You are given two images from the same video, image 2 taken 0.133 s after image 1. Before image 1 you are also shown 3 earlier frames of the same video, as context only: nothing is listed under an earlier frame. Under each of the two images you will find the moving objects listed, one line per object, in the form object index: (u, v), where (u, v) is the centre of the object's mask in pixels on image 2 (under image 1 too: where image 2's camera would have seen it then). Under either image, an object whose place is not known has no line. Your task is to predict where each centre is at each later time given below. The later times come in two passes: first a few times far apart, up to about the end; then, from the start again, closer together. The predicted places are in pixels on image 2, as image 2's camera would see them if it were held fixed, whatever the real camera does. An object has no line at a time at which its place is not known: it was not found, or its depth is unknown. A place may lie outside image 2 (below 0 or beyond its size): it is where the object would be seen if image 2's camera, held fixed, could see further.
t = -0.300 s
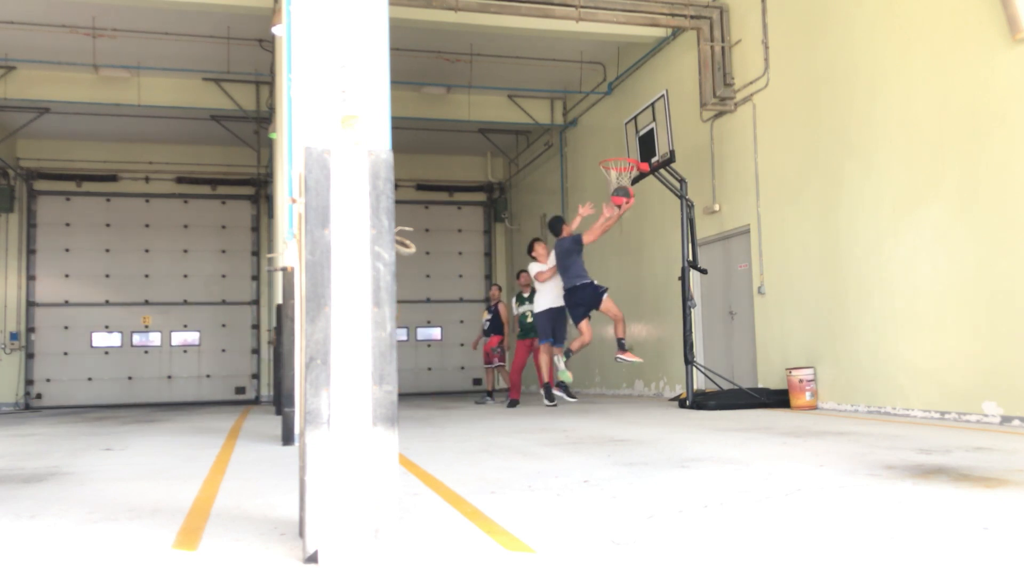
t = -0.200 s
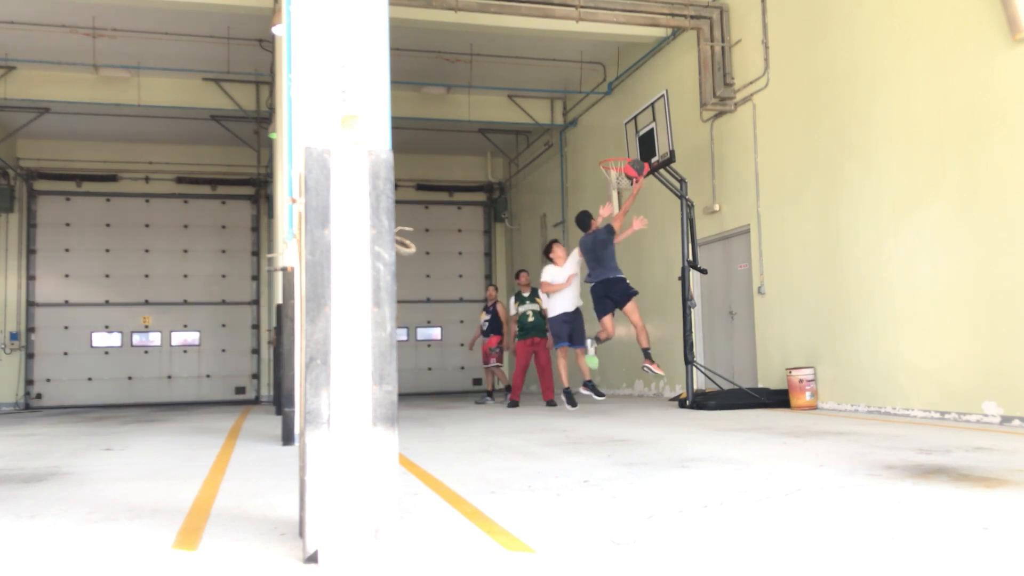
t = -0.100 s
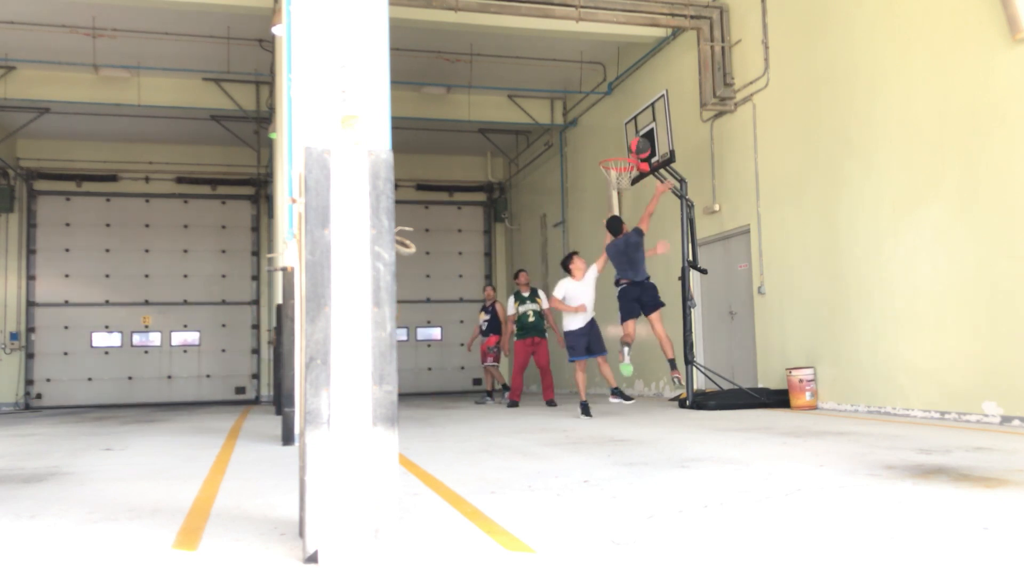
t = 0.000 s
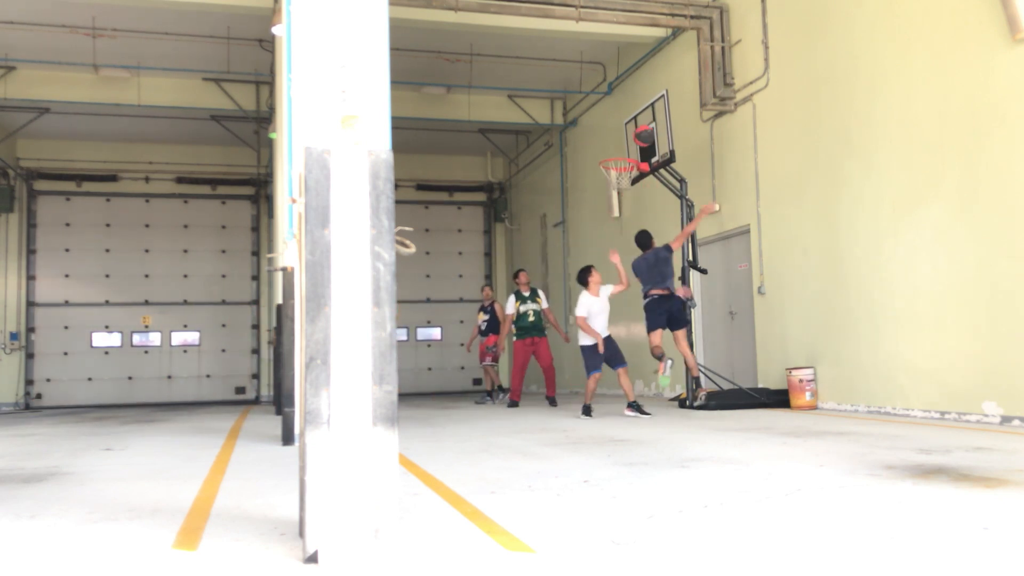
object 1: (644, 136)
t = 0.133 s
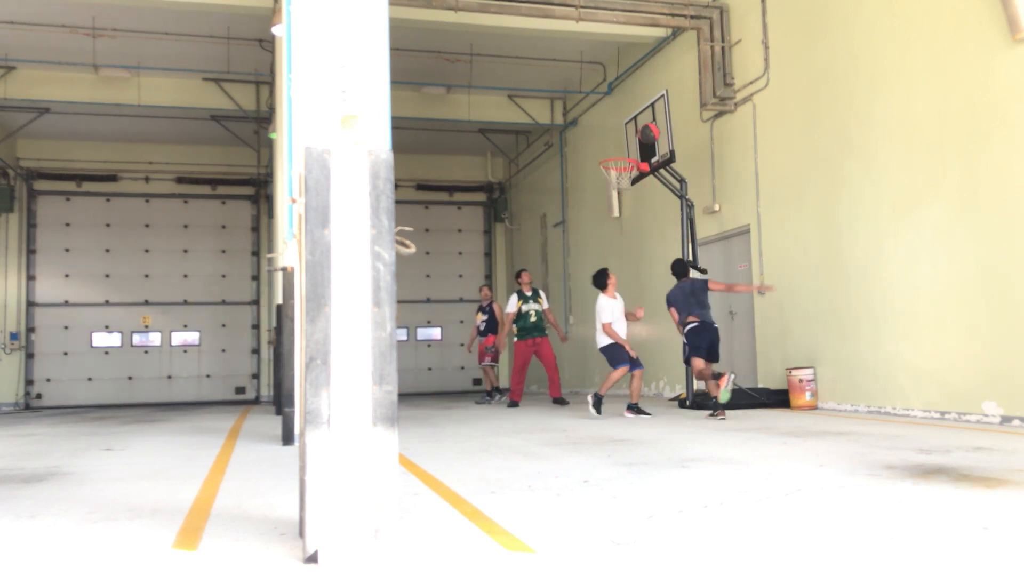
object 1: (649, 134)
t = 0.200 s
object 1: (650, 137)
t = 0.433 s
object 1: (625, 150)
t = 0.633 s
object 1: (610, 177)
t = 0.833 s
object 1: (614, 185)
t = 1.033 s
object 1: (626, 205)
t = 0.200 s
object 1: (650, 137)
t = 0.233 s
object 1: (647, 138)
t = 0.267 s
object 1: (643, 140)
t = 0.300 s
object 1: (638, 143)
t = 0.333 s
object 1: (634, 147)
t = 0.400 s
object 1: (628, 150)
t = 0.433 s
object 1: (625, 150)
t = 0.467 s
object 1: (623, 152)
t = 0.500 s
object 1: (620, 156)
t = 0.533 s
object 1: (618, 160)
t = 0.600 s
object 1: (613, 169)
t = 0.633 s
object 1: (610, 177)
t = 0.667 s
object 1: (610, 182)
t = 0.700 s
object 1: (610, 182)
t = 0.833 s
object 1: (614, 185)
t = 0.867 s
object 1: (616, 187)
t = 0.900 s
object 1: (618, 190)
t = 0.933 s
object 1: (620, 192)
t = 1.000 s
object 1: (624, 199)
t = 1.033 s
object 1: (626, 205)
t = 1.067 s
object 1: (628, 212)
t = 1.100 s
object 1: (630, 219)
